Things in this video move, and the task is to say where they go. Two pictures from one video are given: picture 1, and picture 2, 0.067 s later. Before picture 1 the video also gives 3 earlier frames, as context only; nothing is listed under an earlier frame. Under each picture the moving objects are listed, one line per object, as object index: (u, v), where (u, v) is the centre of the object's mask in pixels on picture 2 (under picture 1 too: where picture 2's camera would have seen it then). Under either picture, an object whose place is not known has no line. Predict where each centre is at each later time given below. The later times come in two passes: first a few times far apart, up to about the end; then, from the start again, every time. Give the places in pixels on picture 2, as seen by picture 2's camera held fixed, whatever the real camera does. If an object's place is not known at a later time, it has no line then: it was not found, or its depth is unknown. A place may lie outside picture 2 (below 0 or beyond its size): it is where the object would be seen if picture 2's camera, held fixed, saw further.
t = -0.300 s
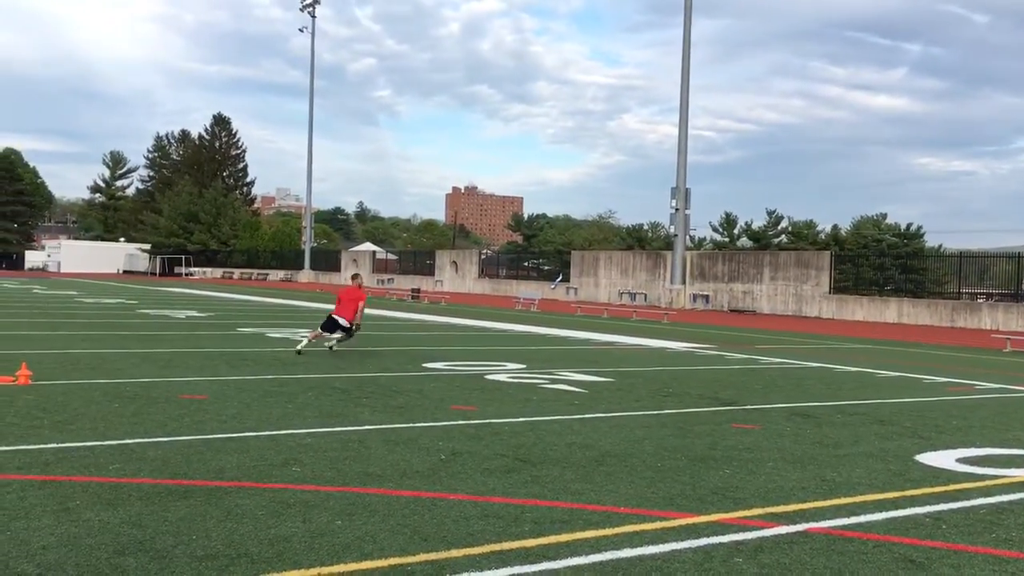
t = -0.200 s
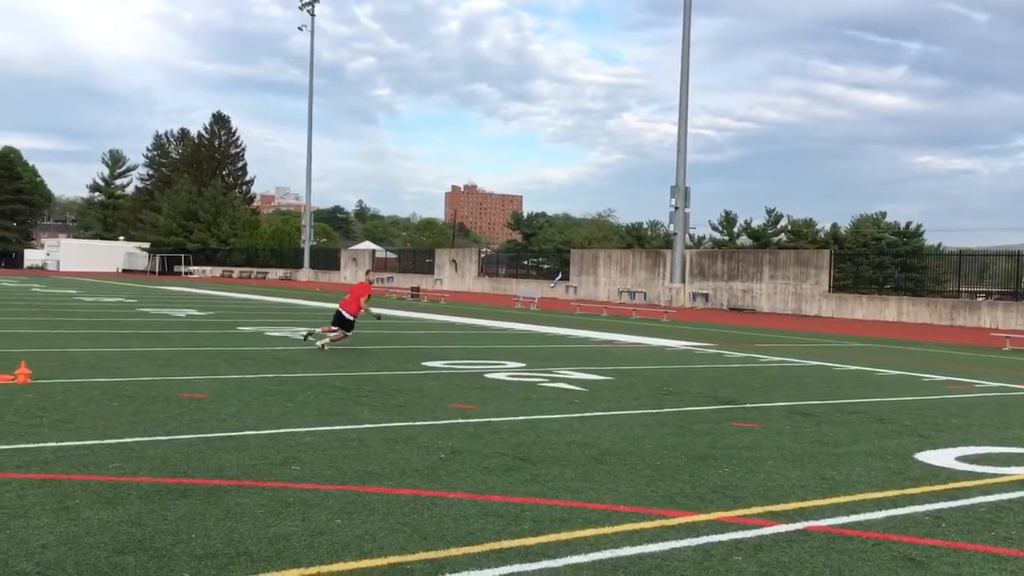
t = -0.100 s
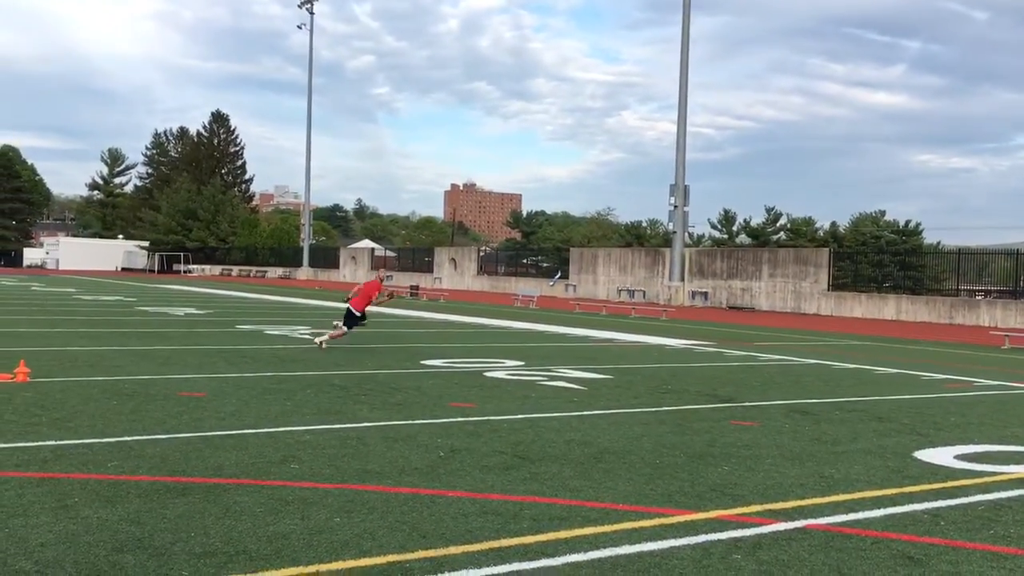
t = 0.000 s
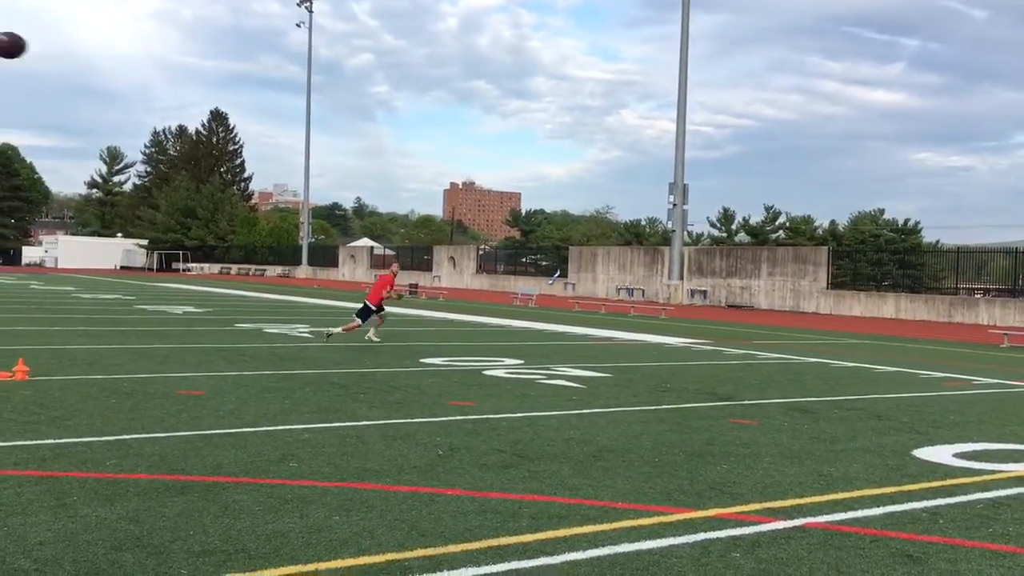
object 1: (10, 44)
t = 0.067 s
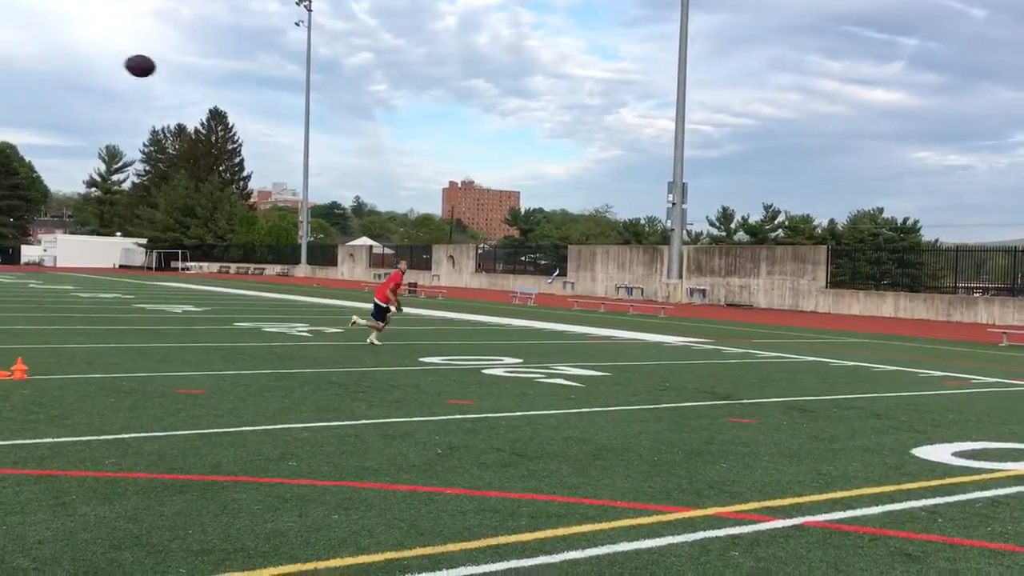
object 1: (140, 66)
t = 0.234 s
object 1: (331, 117)
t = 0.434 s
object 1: (449, 171)
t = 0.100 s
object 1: (191, 77)
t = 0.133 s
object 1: (233, 87)
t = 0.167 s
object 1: (271, 97)
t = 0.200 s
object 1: (304, 108)
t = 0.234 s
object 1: (331, 117)
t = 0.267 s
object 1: (357, 126)
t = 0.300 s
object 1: (380, 136)
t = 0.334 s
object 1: (399, 144)
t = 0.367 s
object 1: (418, 153)
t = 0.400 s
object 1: (434, 162)
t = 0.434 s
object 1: (449, 171)
